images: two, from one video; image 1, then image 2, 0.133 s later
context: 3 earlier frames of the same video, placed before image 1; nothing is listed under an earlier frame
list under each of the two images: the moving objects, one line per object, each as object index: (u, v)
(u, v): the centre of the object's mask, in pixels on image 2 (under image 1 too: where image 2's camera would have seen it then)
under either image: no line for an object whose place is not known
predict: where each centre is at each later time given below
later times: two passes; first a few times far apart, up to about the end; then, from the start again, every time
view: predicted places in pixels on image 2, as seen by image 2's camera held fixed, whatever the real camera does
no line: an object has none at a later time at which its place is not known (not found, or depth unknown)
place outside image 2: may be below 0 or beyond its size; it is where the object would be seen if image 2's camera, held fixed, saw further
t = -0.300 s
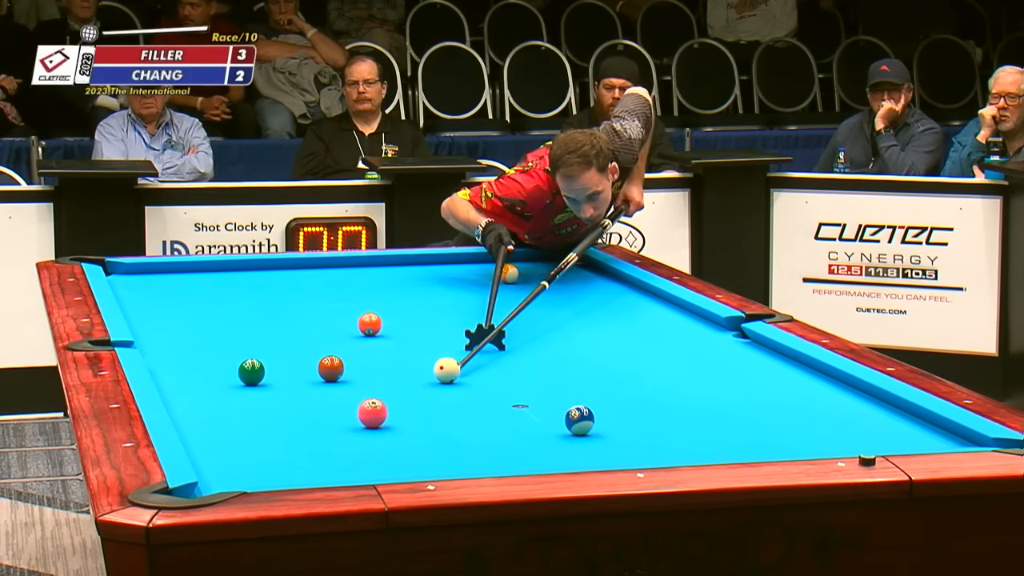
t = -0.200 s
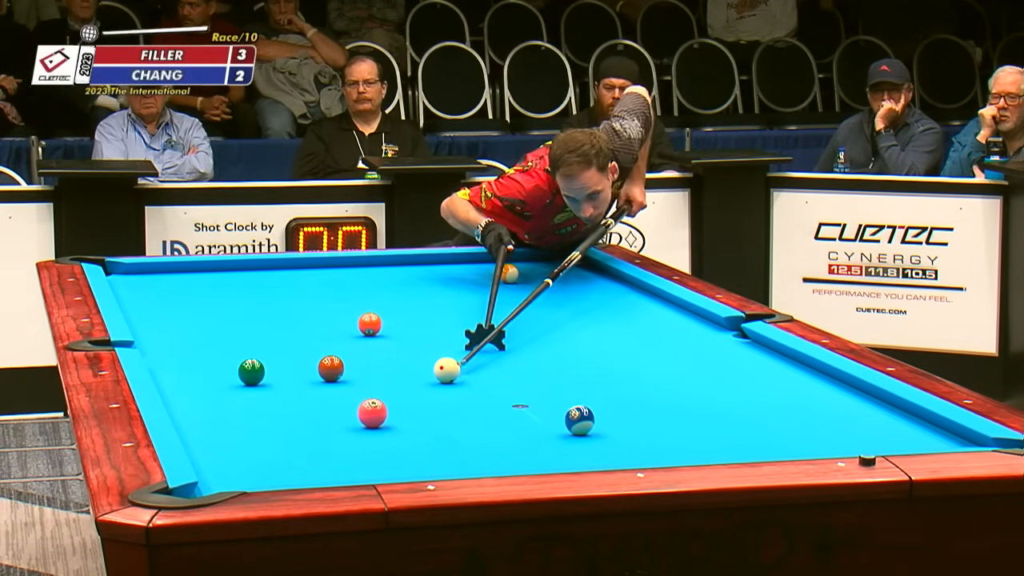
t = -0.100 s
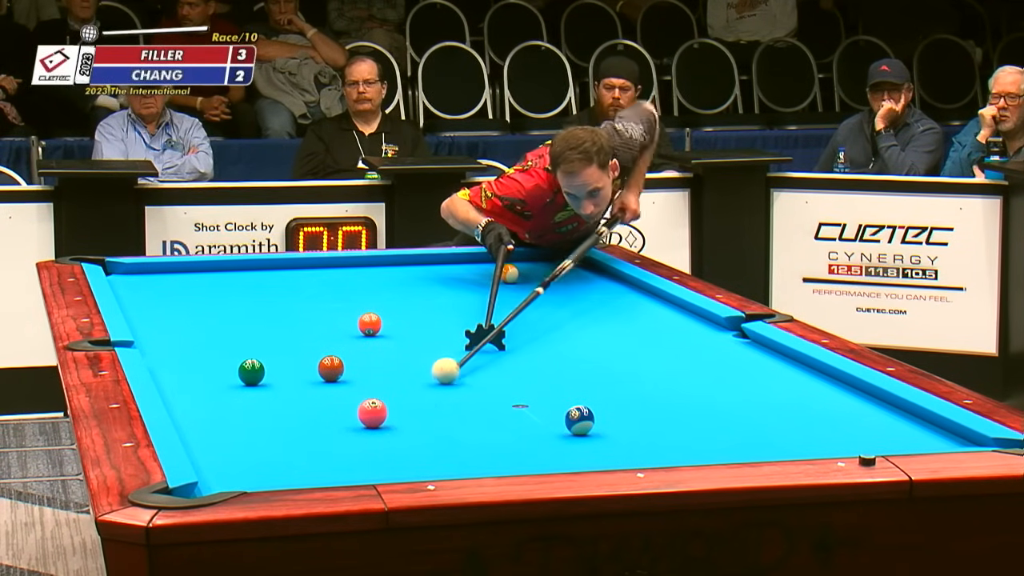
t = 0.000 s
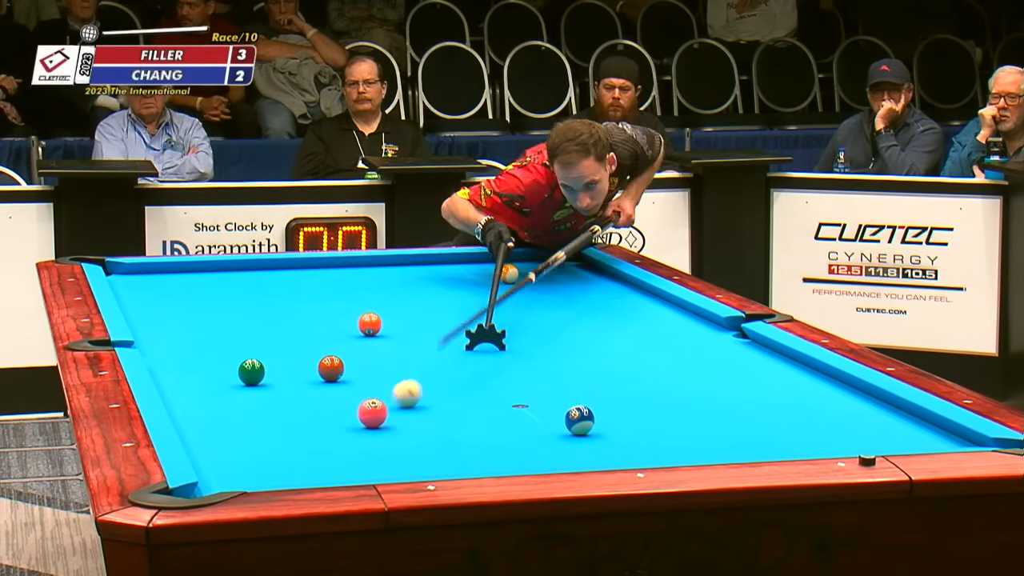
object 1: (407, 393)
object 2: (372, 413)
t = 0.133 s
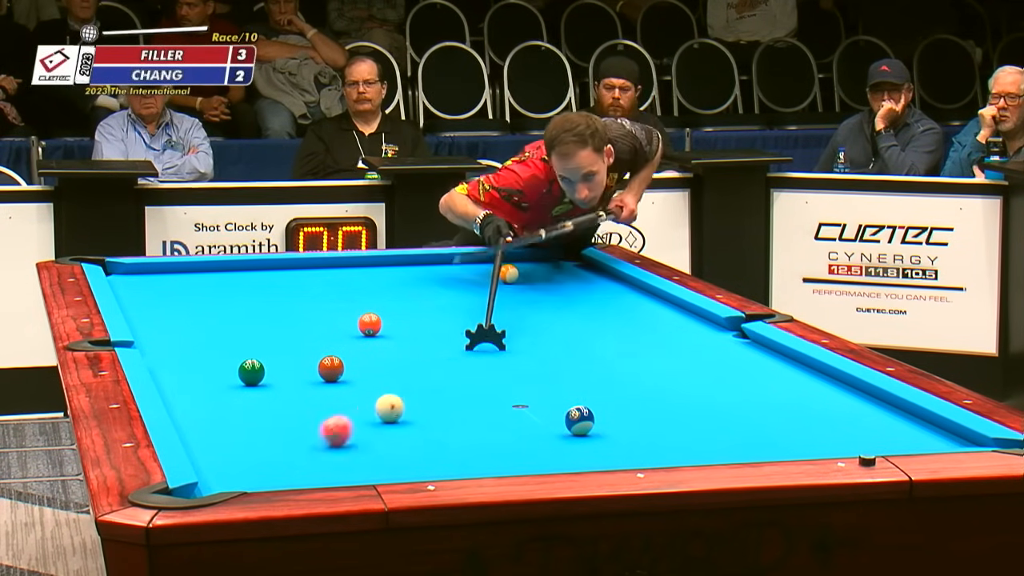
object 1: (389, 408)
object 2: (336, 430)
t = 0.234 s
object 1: (398, 407)
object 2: (287, 454)
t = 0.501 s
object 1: (422, 400)
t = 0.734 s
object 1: (441, 394)
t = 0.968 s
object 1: (458, 389)
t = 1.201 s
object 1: (473, 385)
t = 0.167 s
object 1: (392, 408)
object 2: (320, 438)
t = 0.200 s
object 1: (395, 407)
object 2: (303, 446)
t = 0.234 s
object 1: (398, 407)
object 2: (287, 454)
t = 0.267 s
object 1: (401, 406)
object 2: (270, 463)
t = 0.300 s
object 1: (404, 405)
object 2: (253, 470)
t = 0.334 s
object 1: (407, 404)
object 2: (236, 476)
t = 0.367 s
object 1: (410, 403)
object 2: (218, 483)
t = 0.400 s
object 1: (413, 402)
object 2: (201, 489)
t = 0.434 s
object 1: (416, 401)
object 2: (188, 495)
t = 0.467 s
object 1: (419, 400)
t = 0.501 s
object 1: (422, 400)
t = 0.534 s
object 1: (425, 399)
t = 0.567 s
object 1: (428, 398)
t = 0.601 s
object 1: (430, 397)
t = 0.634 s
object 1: (433, 397)
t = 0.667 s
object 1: (436, 396)
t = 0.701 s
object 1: (439, 395)
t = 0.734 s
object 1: (441, 394)
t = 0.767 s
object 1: (444, 394)
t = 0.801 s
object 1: (446, 393)
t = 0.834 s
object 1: (449, 392)
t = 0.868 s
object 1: (451, 391)
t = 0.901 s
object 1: (453, 391)
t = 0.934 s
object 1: (456, 390)
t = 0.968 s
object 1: (458, 389)
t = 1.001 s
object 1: (461, 389)
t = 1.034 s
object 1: (463, 388)
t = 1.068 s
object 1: (465, 387)
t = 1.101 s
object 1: (467, 387)
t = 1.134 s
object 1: (469, 386)
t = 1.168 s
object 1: (471, 385)
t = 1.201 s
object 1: (473, 385)
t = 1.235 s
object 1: (475, 384)
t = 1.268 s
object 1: (478, 383)
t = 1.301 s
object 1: (480, 383)
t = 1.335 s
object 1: (482, 382)
